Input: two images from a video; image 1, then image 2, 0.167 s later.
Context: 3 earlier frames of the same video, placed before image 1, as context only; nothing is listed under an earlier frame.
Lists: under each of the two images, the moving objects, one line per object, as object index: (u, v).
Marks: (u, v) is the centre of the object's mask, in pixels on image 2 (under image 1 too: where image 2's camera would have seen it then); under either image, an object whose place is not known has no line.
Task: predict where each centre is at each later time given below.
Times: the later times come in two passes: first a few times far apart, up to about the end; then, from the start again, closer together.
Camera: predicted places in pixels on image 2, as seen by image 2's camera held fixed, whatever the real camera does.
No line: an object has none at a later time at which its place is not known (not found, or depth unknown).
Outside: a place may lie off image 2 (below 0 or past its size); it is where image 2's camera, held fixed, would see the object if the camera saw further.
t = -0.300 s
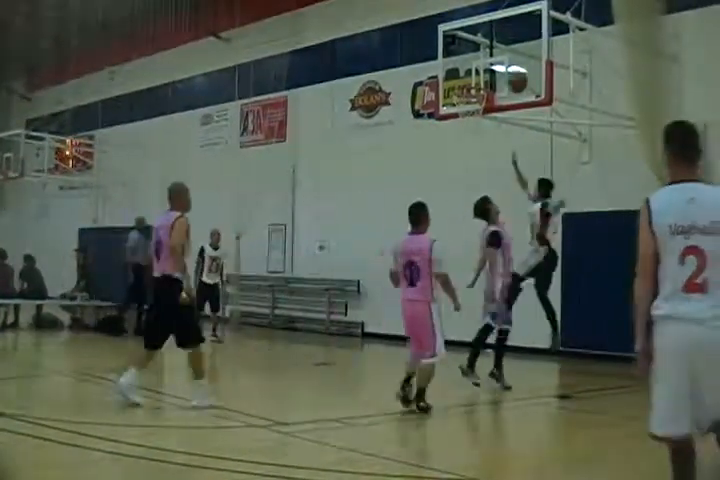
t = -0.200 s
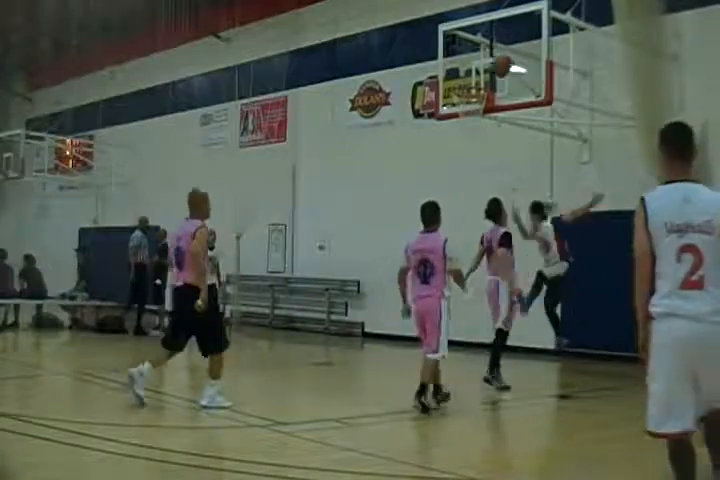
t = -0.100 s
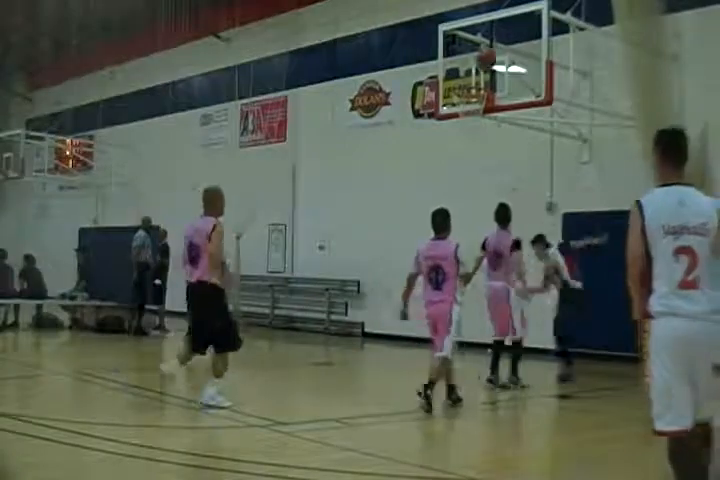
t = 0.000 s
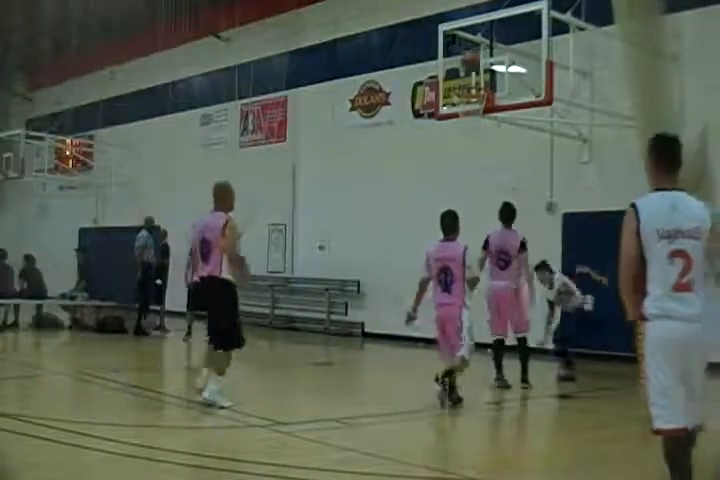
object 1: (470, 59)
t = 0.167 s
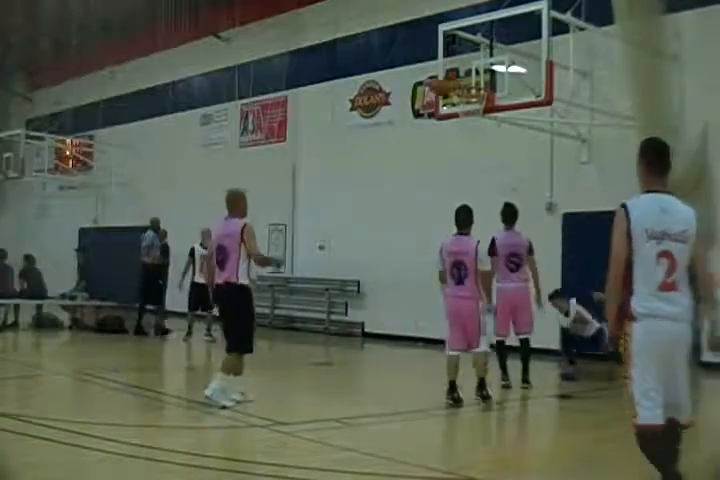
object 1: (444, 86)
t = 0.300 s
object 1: (426, 125)
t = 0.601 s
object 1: (386, 260)
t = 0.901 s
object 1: (359, 295)
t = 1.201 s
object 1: (347, 212)
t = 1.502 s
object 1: (334, 207)
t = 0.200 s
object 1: (439, 96)
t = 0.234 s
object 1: (437, 105)
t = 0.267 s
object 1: (431, 119)
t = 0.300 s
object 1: (426, 125)
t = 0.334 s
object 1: (423, 137)
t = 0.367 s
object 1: (418, 149)
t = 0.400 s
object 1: (413, 162)
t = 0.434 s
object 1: (408, 177)
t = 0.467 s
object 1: (404, 192)
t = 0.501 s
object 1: (399, 208)
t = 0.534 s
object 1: (395, 224)
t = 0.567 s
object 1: (390, 242)
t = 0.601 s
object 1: (386, 260)
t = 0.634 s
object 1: (381, 280)
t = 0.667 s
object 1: (376, 299)
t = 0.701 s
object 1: (373, 319)
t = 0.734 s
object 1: (365, 342)
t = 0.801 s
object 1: (361, 341)
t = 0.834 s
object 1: (360, 325)
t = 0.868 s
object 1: (359, 307)
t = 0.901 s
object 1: (359, 295)
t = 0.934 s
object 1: (357, 281)
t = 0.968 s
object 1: (356, 268)
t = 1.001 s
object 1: (355, 257)
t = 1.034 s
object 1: (353, 247)
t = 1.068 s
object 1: (352, 238)
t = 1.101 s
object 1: (351, 230)
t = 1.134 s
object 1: (350, 223)
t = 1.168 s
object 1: (349, 217)
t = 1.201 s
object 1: (347, 212)
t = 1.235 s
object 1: (346, 207)
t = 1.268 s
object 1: (344, 204)
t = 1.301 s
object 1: (343, 202)
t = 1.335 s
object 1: (341, 200)
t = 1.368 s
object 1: (340, 200)
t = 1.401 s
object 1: (338, 200)
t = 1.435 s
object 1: (337, 202)
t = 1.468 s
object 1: (335, 204)
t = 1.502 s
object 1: (334, 207)
